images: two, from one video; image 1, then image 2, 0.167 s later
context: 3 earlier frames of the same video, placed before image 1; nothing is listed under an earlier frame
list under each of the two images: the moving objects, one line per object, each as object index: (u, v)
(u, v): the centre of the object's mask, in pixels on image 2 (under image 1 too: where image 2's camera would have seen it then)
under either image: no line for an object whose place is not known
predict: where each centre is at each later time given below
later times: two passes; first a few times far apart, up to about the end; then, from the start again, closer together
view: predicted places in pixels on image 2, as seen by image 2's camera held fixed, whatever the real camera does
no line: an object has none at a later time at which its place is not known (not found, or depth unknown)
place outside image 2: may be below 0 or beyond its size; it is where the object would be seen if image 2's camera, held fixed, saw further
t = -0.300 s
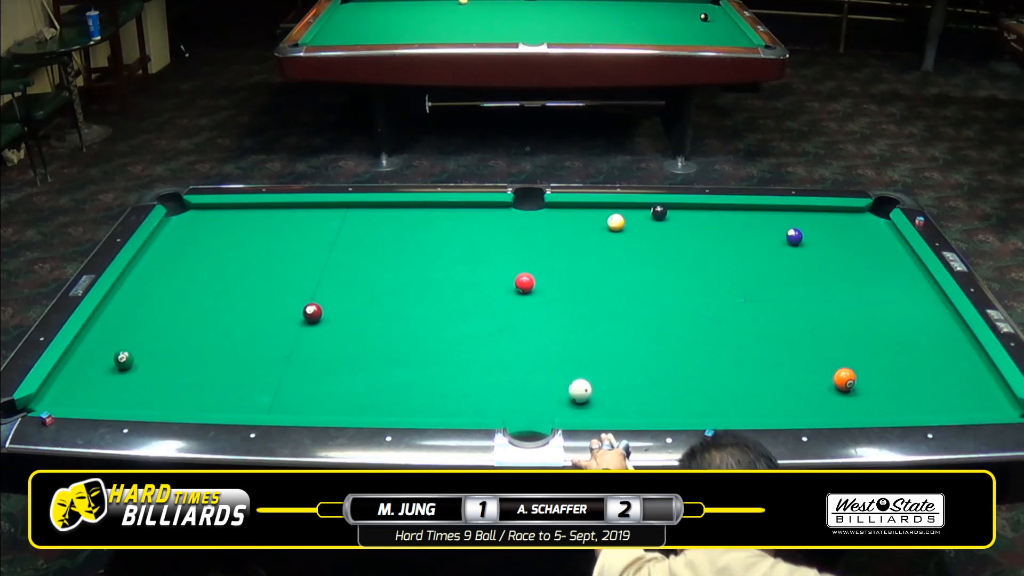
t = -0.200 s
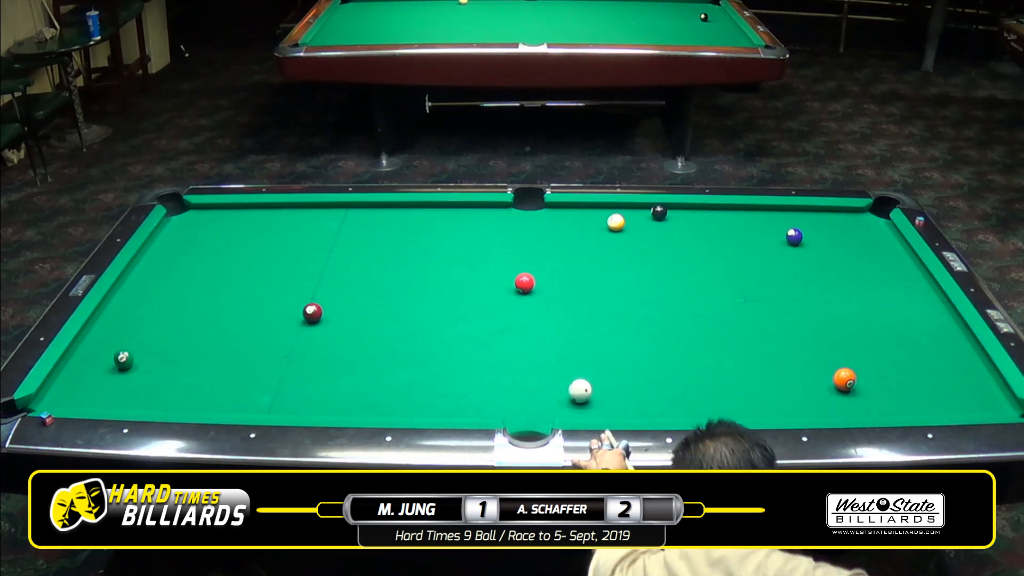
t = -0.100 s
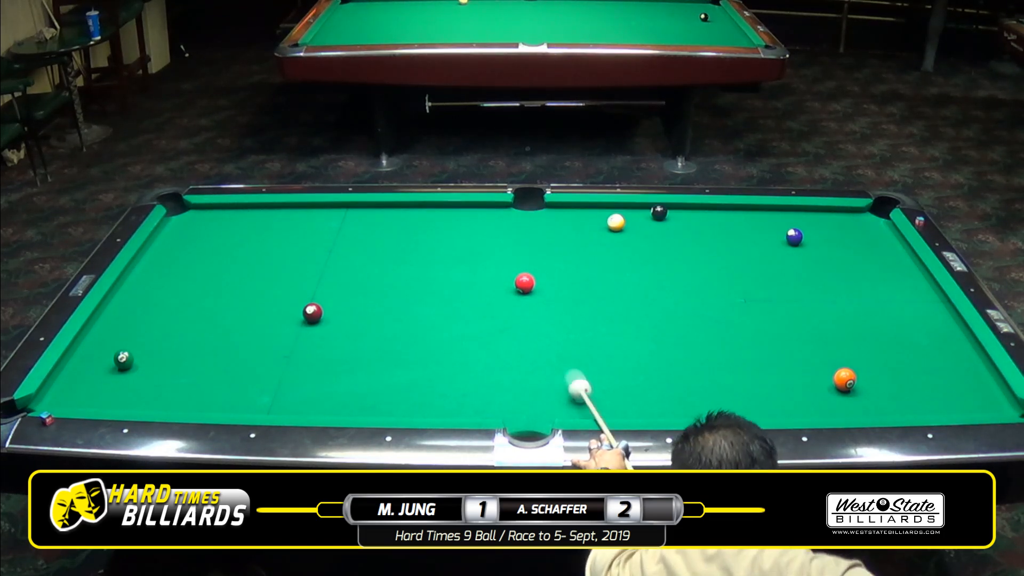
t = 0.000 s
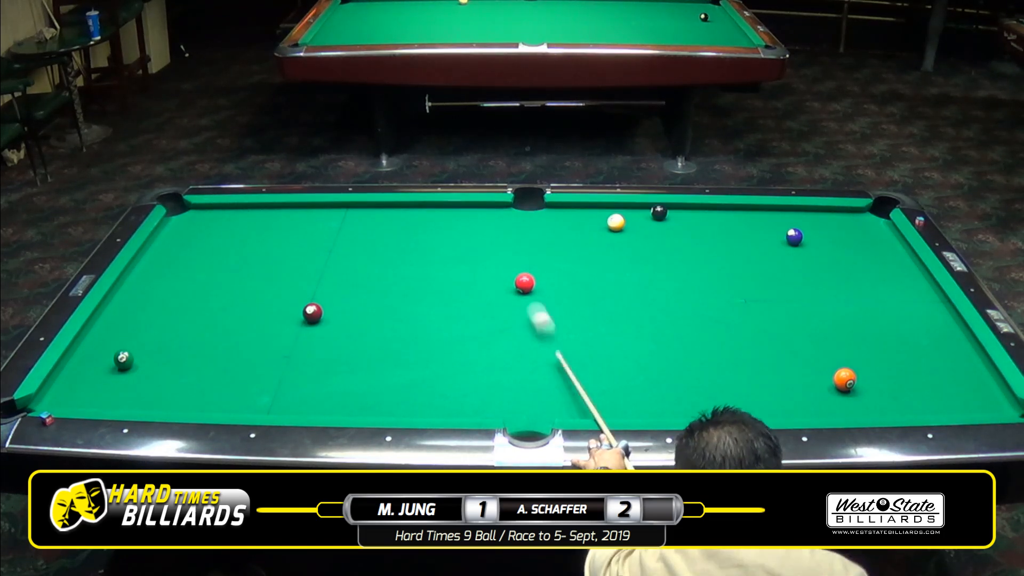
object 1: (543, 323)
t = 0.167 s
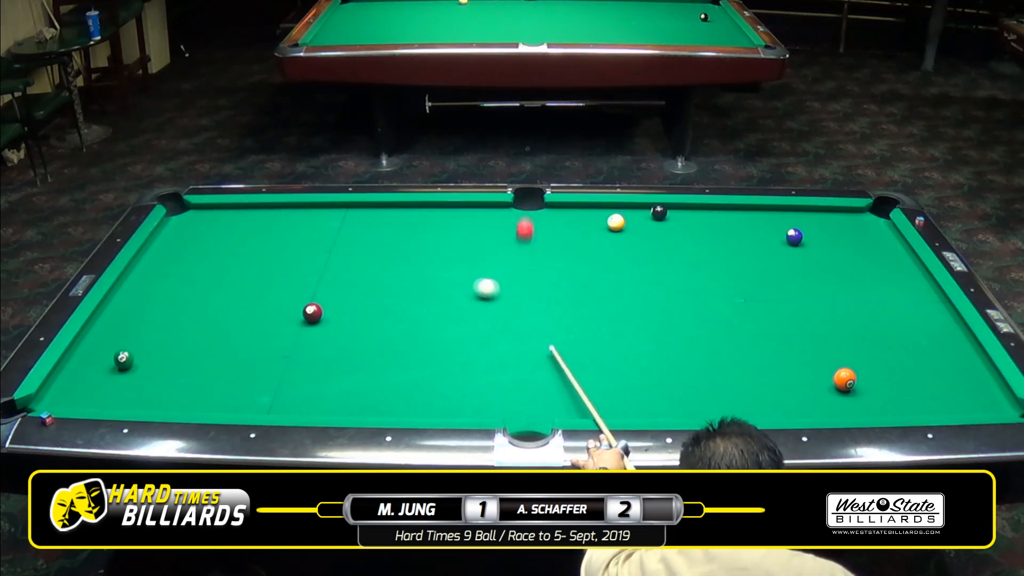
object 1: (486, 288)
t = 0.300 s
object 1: (445, 277)
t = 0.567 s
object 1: (374, 243)
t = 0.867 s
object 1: (308, 211)
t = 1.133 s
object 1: (244, 220)
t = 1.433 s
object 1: (169, 240)
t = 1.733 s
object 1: (164, 262)
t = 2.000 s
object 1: (183, 282)
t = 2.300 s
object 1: (206, 307)
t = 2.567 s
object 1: (228, 330)
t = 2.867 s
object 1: (254, 357)
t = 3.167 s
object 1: (281, 385)
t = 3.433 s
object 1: (307, 408)
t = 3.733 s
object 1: (341, 393)
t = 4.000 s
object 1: (367, 379)
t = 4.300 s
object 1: (394, 364)
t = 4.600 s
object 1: (418, 351)
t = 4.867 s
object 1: (436, 341)
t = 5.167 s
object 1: (454, 331)
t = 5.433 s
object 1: (468, 323)
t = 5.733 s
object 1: (481, 315)
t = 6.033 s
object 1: (491, 309)
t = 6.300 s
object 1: (499, 304)
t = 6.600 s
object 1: (506, 300)
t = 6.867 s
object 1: (510, 297)
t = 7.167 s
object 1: (513, 295)
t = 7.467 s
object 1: (515, 293)
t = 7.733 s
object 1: (515, 293)
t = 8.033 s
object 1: (515, 293)
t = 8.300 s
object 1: (515, 293)
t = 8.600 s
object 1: (515, 293)
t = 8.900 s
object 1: (515, 293)
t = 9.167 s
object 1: (515, 293)
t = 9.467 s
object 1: (515, 293)
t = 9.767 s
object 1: (515, 294)
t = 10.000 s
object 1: (515, 293)
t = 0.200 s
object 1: (476, 286)
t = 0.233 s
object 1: (465, 284)
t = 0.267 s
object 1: (455, 280)
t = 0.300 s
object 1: (445, 277)
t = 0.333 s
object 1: (436, 273)
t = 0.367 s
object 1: (426, 268)
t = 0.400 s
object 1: (417, 264)
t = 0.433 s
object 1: (408, 259)
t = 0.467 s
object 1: (400, 255)
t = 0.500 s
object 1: (391, 251)
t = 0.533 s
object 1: (383, 247)
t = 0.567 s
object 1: (374, 243)
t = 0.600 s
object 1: (366, 239)
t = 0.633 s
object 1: (358, 235)
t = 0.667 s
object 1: (351, 231)
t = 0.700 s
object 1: (343, 228)
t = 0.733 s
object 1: (336, 224)
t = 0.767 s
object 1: (329, 220)
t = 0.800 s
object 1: (322, 217)
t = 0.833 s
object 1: (314, 214)
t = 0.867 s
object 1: (308, 211)
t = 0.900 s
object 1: (301, 207)
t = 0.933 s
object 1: (294, 207)
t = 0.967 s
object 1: (285, 210)
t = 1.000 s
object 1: (277, 212)
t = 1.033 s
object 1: (269, 214)
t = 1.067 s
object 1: (261, 216)
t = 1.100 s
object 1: (252, 218)
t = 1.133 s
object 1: (244, 220)
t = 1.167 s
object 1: (236, 222)
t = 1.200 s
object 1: (227, 225)
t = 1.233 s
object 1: (219, 227)
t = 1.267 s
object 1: (211, 229)
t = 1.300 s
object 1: (202, 232)
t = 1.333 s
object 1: (194, 234)
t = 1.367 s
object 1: (186, 236)
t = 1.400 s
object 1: (177, 238)
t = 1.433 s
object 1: (169, 240)
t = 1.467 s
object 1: (161, 243)
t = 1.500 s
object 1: (152, 245)
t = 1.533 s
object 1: (149, 247)
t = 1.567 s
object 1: (152, 250)
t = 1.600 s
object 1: (154, 252)
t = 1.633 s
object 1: (157, 255)
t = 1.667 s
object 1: (159, 257)
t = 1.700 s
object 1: (161, 259)
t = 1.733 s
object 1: (164, 262)
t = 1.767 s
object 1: (166, 264)
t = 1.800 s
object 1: (168, 267)
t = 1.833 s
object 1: (171, 270)
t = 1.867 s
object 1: (173, 272)
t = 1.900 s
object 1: (176, 274)
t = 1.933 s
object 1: (178, 277)
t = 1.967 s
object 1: (180, 280)
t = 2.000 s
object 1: (183, 282)
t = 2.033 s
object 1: (185, 285)
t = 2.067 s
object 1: (188, 288)
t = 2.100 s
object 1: (190, 290)
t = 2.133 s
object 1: (193, 293)
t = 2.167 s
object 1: (196, 296)
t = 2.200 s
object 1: (198, 298)
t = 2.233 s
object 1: (201, 301)
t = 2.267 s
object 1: (203, 304)
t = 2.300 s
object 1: (206, 307)
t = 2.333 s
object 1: (209, 310)
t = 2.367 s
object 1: (211, 312)
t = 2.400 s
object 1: (214, 315)
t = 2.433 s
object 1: (217, 318)
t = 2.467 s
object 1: (219, 321)
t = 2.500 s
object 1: (222, 324)
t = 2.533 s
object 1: (225, 327)
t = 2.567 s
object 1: (228, 330)
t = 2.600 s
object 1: (231, 332)
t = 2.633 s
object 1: (233, 336)
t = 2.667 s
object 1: (236, 338)
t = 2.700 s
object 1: (239, 342)
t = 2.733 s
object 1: (242, 344)
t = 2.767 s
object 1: (245, 347)
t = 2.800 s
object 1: (248, 350)
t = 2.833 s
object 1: (251, 354)
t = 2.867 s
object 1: (254, 357)
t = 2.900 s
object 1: (257, 360)
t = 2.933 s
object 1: (260, 363)
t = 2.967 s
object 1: (263, 366)
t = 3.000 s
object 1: (266, 369)
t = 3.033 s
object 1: (269, 372)
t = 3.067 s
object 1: (272, 375)
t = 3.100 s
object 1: (275, 378)
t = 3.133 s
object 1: (278, 382)
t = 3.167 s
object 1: (281, 385)
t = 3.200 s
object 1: (284, 388)
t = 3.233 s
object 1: (288, 391)
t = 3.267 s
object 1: (291, 395)
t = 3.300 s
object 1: (294, 397)
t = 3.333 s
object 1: (297, 401)
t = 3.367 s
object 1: (300, 404)
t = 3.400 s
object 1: (304, 406)
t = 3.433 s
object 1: (307, 408)
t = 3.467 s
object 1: (311, 407)
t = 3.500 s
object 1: (315, 406)
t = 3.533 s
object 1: (319, 404)
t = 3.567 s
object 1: (323, 403)
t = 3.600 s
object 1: (326, 402)
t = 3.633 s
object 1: (330, 400)
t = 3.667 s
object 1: (333, 397)
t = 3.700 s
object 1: (337, 395)
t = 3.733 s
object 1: (341, 393)
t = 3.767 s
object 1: (344, 392)
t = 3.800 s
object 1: (348, 390)
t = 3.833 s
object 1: (351, 388)
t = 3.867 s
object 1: (354, 386)
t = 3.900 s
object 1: (358, 384)
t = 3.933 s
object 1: (361, 382)
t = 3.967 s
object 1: (364, 380)
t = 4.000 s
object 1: (367, 379)
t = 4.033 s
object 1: (371, 377)
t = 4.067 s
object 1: (374, 375)
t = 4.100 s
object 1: (376, 373)
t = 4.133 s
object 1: (379, 372)
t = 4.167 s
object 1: (383, 370)
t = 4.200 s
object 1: (385, 369)
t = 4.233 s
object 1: (388, 367)
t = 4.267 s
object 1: (391, 365)
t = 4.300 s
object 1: (394, 364)
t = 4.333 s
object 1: (397, 362)
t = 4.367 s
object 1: (399, 361)
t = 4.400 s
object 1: (402, 359)
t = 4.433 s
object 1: (405, 358)
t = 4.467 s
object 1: (407, 356)
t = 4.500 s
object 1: (410, 355)
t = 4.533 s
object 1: (412, 353)
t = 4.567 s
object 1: (415, 352)
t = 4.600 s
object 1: (418, 351)
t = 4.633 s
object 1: (420, 349)
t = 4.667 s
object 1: (422, 348)
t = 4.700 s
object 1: (425, 347)
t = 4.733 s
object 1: (427, 345)
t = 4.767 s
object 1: (429, 344)
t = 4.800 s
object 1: (432, 343)
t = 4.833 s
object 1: (434, 342)
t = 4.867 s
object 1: (436, 341)
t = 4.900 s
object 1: (438, 339)
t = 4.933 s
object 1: (440, 338)
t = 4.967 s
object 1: (442, 337)
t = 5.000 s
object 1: (444, 336)
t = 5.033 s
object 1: (446, 335)
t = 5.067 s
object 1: (448, 334)
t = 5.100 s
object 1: (450, 333)
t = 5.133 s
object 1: (452, 332)
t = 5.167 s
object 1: (454, 331)
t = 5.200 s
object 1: (456, 330)
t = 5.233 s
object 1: (457, 329)
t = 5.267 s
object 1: (460, 327)
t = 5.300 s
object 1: (461, 326)
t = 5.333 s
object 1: (463, 325)
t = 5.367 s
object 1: (465, 325)
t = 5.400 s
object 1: (466, 324)
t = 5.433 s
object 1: (468, 323)
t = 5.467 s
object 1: (469, 322)
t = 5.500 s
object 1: (471, 321)
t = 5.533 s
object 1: (471, 320)
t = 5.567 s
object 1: (472, 318)
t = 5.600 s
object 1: (476, 318)
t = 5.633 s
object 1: (477, 317)
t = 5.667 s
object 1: (478, 317)
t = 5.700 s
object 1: (479, 316)
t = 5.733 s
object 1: (481, 315)
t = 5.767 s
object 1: (482, 314)
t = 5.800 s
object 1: (483, 314)
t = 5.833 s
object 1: (484, 313)
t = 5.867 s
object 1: (485, 312)
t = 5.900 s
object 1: (487, 311)
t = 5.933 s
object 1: (488, 311)
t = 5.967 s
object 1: (489, 310)
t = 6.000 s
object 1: (490, 309)
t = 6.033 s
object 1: (491, 309)
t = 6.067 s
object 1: (486, 306)
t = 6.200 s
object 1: (497, 302)
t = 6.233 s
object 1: (497, 303)
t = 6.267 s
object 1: (498, 304)
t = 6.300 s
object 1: (499, 304)
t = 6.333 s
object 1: (500, 304)
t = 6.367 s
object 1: (500, 303)
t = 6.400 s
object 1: (501, 303)
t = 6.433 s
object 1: (502, 302)
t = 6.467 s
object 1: (503, 302)
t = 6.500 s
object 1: (504, 301)
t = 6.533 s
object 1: (504, 301)
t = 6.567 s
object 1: (505, 300)
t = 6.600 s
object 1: (506, 300)
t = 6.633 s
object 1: (506, 300)
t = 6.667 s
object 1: (507, 299)
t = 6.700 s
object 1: (508, 299)
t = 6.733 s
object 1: (508, 298)
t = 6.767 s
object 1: (508, 298)
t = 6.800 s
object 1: (509, 298)
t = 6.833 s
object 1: (509, 297)
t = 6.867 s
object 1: (510, 297)
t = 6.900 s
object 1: (510, 297)
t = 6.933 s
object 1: (511, 297)
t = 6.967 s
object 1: (511, 296)
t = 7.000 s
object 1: (511, 296)
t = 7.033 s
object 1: (512, 296)
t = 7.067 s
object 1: (512, 295)
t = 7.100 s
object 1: (512, 295)
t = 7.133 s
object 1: (512, 295)
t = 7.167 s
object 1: (513, 295)
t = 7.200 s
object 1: (513, 295)
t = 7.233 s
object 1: (513, 294)
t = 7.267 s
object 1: (513, 294)
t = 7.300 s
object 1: (514, 294)
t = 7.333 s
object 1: (514, 294)
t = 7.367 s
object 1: (514, 294)
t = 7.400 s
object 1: (514, 294)
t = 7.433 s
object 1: (515, 293)
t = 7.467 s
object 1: (515, 293)
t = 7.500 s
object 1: (515, 293)
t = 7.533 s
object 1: (515, 293)
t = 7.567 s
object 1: (515, 293)
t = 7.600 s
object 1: (515, 293)
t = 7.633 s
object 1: (515, 293)
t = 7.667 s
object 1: (515, 293)
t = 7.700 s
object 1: (515, 293)
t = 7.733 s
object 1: (515, 293)
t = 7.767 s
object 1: (515, 293)
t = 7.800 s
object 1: (515, 293)
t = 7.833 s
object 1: (515, 293)
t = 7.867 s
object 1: (515, 293)
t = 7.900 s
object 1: (515, 293)
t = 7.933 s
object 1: (515, 293)
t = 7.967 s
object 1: (515, 293)
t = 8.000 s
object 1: (515, 293)
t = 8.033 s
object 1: (515, 293)
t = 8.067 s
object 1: (515, 293)
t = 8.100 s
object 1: (515, 293)
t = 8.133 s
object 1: (515, 293)
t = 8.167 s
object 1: (515, 293)
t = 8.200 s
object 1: (515, 293)
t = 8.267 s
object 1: (515, 293)
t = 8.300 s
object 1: (515, 293)
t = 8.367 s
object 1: (515, 293)
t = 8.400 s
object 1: (515, 293)
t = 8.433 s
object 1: (515, 293)
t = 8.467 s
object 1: (515, 293)
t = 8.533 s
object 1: (515, 293)
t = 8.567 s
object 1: (515, 293)
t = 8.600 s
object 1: (515, 293)
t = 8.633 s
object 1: (515, 293)
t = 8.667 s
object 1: (515, 293)
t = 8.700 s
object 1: (515, 293)
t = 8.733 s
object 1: (515, 293)
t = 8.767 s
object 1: (515, 293)
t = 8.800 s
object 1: (515, 293)
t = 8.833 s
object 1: (515, 293)
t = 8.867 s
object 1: (515, 293)
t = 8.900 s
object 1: (515, 293)
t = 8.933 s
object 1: (515, 293)
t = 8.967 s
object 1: (515, 293)
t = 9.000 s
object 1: (515, 293)
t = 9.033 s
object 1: (515, 293)
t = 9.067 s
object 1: (515, 293)
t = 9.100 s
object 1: (515, 293)
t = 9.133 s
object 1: (515, 293)
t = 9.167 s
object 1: (515, 293)
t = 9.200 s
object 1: (515, 293)
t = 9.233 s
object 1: (515, 293)
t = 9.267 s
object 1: (515, 293)
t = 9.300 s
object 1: (515, 293)
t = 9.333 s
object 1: (515, 293)
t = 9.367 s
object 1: (515, 293)
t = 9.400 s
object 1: (515, 293)
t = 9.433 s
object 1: (515, 293)
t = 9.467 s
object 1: (515, 293)
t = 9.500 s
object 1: (515, 293)
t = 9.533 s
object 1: (515, 293)
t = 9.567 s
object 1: (515, 293)
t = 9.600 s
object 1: (515, 293)
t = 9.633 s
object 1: (515, 293)
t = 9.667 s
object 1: (515, 293)
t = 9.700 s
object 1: (515, 293)
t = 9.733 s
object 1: (515, 293)
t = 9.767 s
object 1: (515, 294)
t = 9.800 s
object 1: (515, 293)
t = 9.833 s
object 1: (515, 293)
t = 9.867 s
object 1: (515, 293)
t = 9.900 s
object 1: (515, 293)
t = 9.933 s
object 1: (515, 293)
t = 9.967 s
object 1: (515, 293)
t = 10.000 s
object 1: (515, 293)
